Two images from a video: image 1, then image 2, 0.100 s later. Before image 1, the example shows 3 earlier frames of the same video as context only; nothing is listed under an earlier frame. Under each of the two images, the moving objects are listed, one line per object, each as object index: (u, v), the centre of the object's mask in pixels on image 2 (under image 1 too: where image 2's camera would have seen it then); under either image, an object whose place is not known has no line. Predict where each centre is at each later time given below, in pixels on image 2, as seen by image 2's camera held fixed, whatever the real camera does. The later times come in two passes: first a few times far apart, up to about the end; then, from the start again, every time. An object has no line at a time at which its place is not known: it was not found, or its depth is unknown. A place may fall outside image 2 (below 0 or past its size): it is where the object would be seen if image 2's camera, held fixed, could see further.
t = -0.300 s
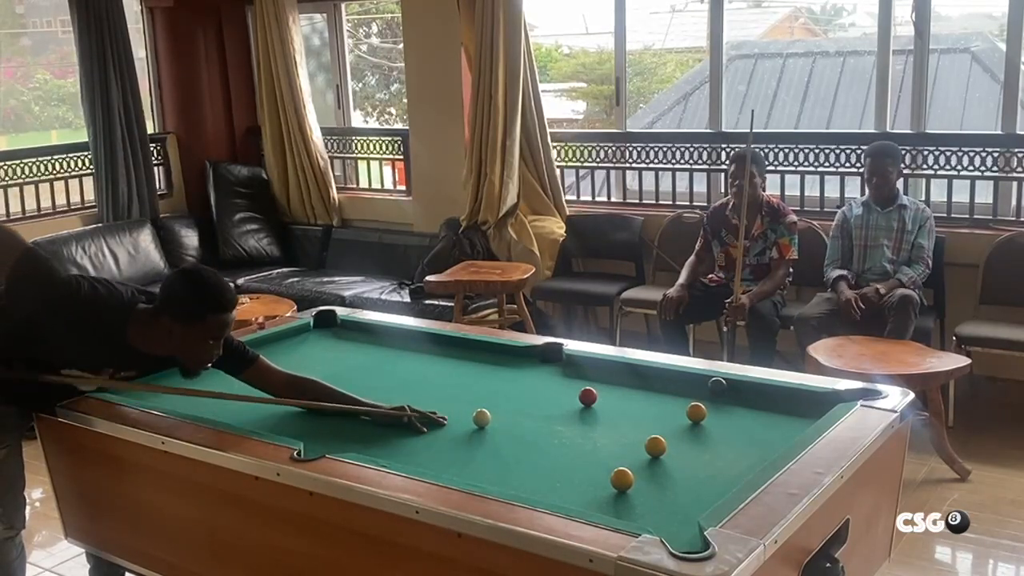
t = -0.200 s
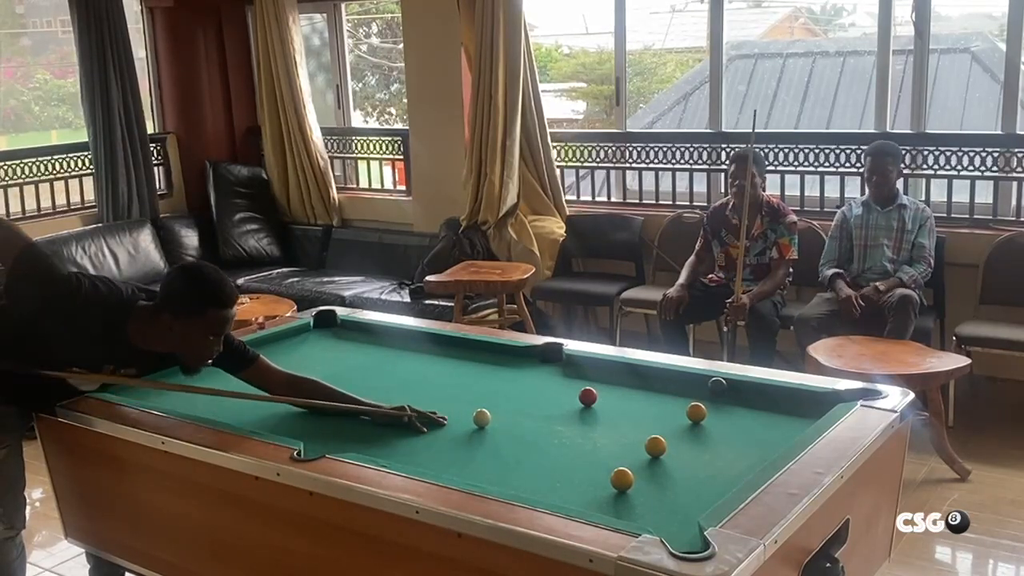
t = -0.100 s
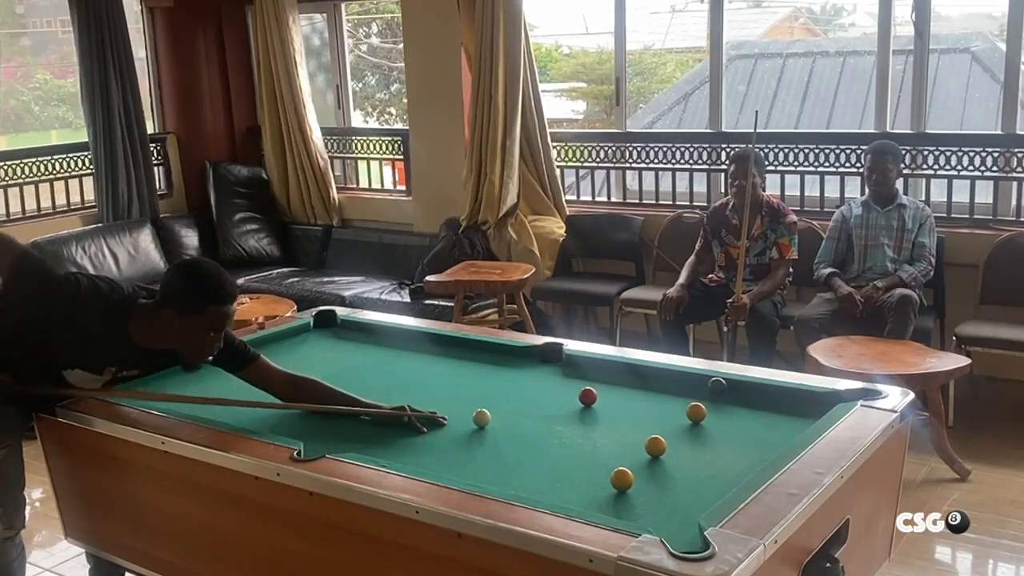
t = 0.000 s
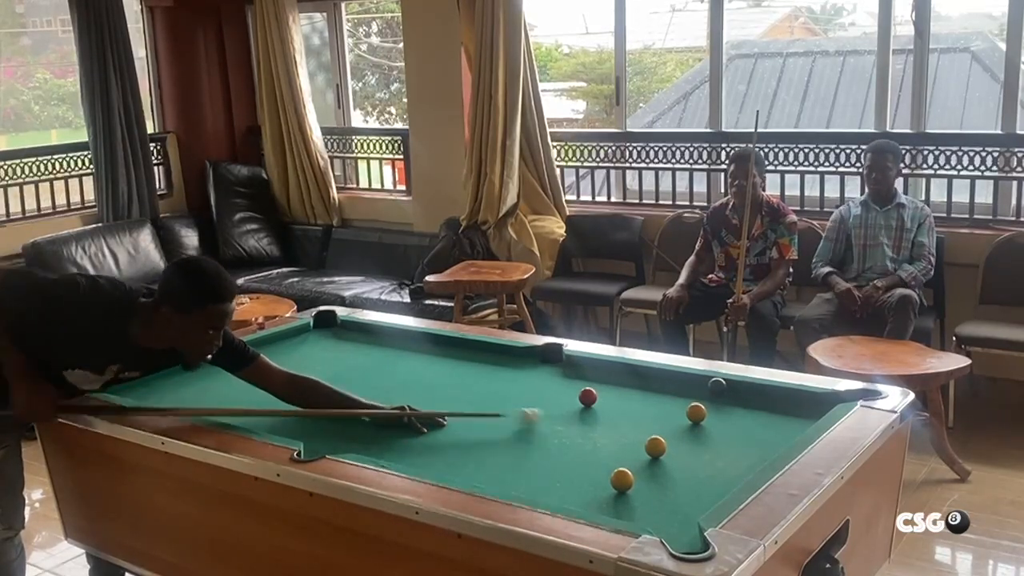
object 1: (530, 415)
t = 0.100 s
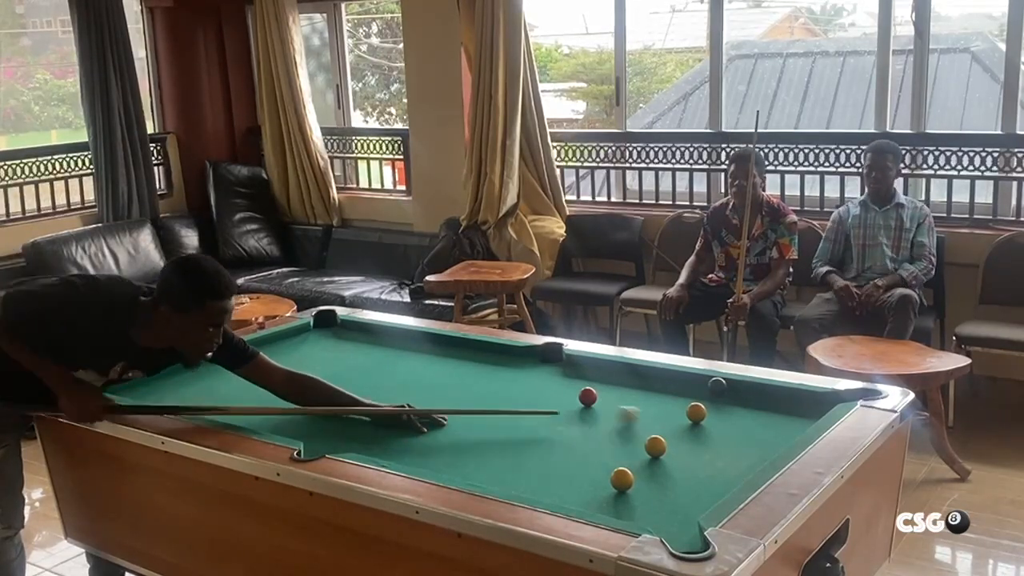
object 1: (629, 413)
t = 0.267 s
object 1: (687, 422)
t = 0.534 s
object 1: (750, 434)
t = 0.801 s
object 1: (772, 439)
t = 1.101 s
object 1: (726, 430)
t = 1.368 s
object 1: (689, 423)
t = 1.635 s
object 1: (657, 417)
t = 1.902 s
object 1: (628, 412)
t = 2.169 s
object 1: (604, 407)
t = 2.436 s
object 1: (582, 403)
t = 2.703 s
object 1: (564, 402)
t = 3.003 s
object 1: (546, 400)
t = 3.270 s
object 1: (535, 400)
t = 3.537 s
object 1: (526, 399)
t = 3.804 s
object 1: (520, 398)
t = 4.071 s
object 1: (518, 398)
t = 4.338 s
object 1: (517, 398)
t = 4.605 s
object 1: (517, 398)
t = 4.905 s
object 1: (517, 398)
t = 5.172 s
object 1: (517, 398)
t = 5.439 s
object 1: (517, 398)
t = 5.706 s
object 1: (517, 398)
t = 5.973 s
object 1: (517, 398)
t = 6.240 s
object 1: (517, 398)
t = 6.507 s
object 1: (517, 398)
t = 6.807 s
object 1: (517, 398)
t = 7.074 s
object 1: (518, 398)
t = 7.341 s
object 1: (517, 398)
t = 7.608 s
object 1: (518, 398)
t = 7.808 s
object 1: (517, 398)
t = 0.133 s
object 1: (659, 413)
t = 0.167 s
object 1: (678, 416)
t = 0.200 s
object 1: (679, 418)
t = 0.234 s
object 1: (683, 420)
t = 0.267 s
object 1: (687, 422)
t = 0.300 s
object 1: (693, 423)
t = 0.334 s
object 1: (701, 425)
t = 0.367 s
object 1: (709, 426)
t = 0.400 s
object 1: (717, 428)
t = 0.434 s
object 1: (725, 429)
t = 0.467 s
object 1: (733, 431)
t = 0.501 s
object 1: (741, 433)
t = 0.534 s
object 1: (750, 434)
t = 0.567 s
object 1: (757, 436)
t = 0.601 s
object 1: (765, 438)
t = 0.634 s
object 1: (774, 439)
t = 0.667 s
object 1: (781, 439)
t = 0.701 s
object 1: (786, 439)
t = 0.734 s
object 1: (782, 439)
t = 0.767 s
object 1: (777, 440)
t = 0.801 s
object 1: (772, 439)
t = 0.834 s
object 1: (767, 438)
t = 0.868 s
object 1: (761, 437)
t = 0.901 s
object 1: (756, 436)
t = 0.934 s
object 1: (751, 435)
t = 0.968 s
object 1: (746, 434)
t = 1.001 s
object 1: (741, 433)
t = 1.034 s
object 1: (735, 432)
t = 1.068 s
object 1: (731, 431)
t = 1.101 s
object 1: (726, 430)
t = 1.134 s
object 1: (721, 429)
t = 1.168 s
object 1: (716, 428)
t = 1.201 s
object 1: (711, 427)
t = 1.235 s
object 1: (707, 426)
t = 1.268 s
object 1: (702, 426)
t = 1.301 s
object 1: (698, 425)
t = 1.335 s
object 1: (693, 424)
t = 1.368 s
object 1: (689, 423)
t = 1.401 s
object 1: (685, 422)
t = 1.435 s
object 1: (681, 421)
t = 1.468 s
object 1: (676, 421)
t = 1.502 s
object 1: (673, 420)
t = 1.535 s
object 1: (668, 419)
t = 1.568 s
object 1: (664, 418)
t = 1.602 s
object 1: (661, 417)
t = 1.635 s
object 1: (657, 417)
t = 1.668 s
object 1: (653, 416)
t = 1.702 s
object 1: (649, 415)
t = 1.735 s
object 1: (646, 415)
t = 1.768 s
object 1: (642, 414)
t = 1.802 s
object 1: (638, 414)
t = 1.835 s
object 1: (635, 413)
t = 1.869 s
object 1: (632, 412)
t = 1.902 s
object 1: (628, 412)
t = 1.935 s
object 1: (625, 411)
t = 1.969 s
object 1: (622, 410)
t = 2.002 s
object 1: (619, 410)
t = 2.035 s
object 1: (616, 409)
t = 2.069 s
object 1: (612, 409)
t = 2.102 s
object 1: (610, 408)
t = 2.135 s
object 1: (607, 407)
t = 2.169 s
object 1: (604, 407)
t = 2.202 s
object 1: (601, 406)
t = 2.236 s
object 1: (598, 406)
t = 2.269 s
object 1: (595, 405)
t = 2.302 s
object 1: (592, 404)
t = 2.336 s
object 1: (590, 404)
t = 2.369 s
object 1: (587, 403)
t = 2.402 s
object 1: (585, 403)
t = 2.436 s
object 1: (582, 403)
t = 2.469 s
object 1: (580, 403)
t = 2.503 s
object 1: (577, 403)
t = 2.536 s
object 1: (575, 403)
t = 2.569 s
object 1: (573, 403)
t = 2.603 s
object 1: (571, 402)
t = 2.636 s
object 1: (568, 402)
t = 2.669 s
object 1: (566, 402)
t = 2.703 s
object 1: (564, 402)
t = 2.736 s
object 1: (562, 401)
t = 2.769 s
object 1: (560, 401)
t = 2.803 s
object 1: (558, 401)
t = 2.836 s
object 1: (556, 401)
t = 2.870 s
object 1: (554, 401)
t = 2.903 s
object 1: (552, 401)
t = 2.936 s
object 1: (550, 401)
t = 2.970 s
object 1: (548, 400)
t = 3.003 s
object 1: (546, 400)
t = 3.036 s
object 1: (545, 400)
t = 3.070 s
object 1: (543, 400)
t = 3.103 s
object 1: (542, 400)
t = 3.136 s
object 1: (540, 400)
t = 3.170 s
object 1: (539, 400)
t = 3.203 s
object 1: (537, 400)
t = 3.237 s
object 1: (536, 400)
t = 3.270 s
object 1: (535, 400)
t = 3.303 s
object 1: (533, 400)
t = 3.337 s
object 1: (532, 400)
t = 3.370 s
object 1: (531, 399)
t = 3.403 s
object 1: (530, 399)
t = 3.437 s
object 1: (529, 399)
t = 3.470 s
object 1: (528, 399)
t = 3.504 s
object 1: (527, 399)
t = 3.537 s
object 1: (526, 399)
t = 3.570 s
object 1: (525, 399)
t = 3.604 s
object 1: (524, 399)
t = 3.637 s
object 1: (523, 399)
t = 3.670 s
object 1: (523, 398)
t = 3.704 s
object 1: (522, 399)
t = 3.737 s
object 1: (521, 399)
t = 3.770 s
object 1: (521, 399)
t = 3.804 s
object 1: (520, 398)
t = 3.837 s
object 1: (520, 398)
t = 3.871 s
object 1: (519, 398)
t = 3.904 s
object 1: (519, 399)
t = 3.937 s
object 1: (519, 398)
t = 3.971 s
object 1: (519, 399)
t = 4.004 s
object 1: (518, 398)
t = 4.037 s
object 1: (518, 398)
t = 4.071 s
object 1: (518, 398)
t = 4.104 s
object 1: (518, 398)
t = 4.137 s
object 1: (518, 398)
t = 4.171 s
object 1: (517, 398)
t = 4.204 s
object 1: (518, 398)
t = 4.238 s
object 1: (517, 398)
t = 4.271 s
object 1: (517, 398)
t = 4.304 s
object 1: (518, 398)
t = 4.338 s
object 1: (517, 398)
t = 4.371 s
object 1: (517, 398)
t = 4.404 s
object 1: (517, 398)
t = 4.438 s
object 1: (517, 398)
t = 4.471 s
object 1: (517, 398)
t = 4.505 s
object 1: (517, 398)
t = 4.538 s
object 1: (517, 398)
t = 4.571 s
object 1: (518, 398)
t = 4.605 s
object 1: (517, 398)
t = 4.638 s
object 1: (517, 398)
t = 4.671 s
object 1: (517, 398)
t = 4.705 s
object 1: (517, 398)
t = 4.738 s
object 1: (517, 398)
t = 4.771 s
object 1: (517, 398)
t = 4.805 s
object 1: (518, 398)
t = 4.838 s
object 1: (517, 398)
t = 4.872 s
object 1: (518, 398)
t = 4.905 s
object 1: (517, 398)
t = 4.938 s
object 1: (518, 398)
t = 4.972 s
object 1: (517, 398)
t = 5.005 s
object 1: (517, 398)
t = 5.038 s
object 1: (518, 398)
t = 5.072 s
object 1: (517, 398)
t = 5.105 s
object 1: (517, 398)
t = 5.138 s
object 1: (517, 398)
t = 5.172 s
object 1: (517, 398)
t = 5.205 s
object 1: (517, 398)
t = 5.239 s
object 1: (518, 398)
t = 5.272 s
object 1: (518, 398)
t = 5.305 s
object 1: (518, 398)
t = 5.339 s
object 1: (517, 398)
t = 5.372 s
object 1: (517, 398)
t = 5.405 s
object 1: (518, 398)
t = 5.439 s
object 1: (517, 398)
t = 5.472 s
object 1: (517, 398)
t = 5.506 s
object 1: (517, 398)
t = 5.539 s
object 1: (517, 398)
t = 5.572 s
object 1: (517, 398)
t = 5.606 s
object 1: (517, 398)
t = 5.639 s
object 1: (517, 398)
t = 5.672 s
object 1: (517, 398)
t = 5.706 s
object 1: (517, 398)
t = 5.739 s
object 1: (517, 398)
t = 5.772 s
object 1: (517, 398)
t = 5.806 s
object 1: (517, 398)
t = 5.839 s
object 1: (517, 398)
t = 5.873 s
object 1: (517, 398)
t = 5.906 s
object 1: (517, 398)
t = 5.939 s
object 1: (517, 398)
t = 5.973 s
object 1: (517, 398)
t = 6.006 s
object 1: (517, 398)
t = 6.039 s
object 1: (517, 398)
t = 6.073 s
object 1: (517, 398)
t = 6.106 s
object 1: (517, 398)
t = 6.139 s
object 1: (517, 398)
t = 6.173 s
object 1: (517, 398)
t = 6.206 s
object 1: (517, 398)
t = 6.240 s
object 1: (517, 398)
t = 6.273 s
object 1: (517, 398)
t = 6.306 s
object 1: (517, 398)
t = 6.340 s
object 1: (517, 398)
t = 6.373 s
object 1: (517, 398)
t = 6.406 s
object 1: (517, 398)
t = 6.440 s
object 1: (517, 398)
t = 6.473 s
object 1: (517, 398)
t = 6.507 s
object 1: (517, 398)
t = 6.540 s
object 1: (517, 398)
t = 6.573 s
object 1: (517, 398)
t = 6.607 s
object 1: (517, 398)
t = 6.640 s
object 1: (517, 398)
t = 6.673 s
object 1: (517, 398)
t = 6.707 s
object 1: (517, 398)
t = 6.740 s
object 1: (517, 398)
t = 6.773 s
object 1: (517, 398)
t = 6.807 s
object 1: (517, 398)
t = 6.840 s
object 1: (517, 398)
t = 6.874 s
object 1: (518, 398)
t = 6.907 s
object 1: (518, 398)
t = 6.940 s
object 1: (517, 398)
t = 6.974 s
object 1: (517, 398)
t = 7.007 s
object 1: (517, 398)
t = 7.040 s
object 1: (518, 398)
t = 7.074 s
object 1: (518, 398)
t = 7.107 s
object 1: (517, 398)
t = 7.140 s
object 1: (517, 398)
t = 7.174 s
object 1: (518, 398)
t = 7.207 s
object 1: (517, 398)
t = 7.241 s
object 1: (517, 398)
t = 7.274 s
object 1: (517, 398)
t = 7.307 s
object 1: (517, 398)
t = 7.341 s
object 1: (517, 398)
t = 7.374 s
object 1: (517, 398)
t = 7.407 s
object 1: (517, 398)
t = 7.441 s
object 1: (518, 398)
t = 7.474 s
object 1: (518, 398)
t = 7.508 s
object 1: (518, 398)
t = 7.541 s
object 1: (517, 398)
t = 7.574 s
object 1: (517, 398)
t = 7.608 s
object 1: (518, 398)
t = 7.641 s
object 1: (517, 398)
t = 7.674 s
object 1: (517, 398)
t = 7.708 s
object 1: (517, 398)
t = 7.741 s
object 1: (517, 398)
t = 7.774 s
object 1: (517, 398)
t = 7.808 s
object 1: (517, 398)
